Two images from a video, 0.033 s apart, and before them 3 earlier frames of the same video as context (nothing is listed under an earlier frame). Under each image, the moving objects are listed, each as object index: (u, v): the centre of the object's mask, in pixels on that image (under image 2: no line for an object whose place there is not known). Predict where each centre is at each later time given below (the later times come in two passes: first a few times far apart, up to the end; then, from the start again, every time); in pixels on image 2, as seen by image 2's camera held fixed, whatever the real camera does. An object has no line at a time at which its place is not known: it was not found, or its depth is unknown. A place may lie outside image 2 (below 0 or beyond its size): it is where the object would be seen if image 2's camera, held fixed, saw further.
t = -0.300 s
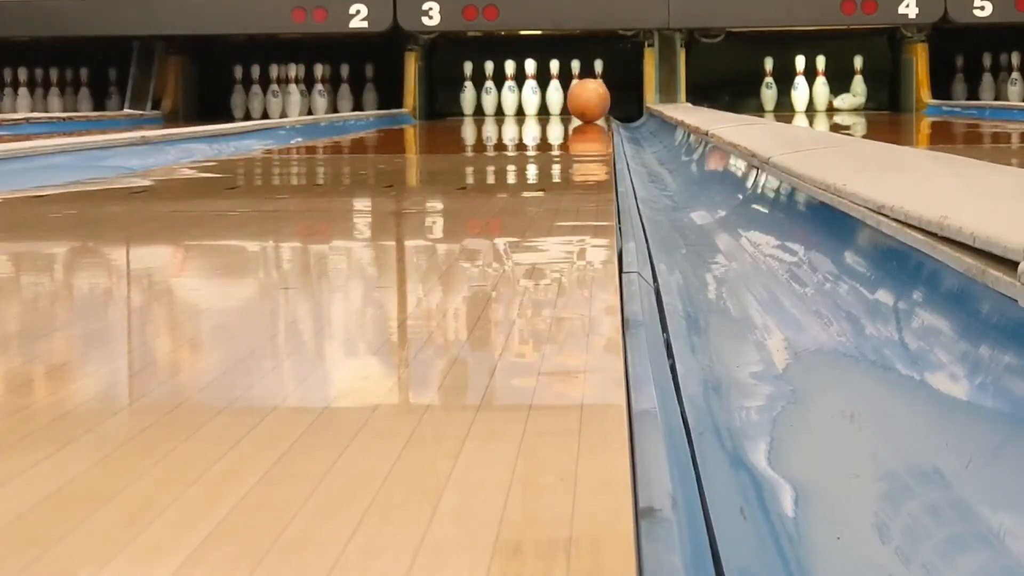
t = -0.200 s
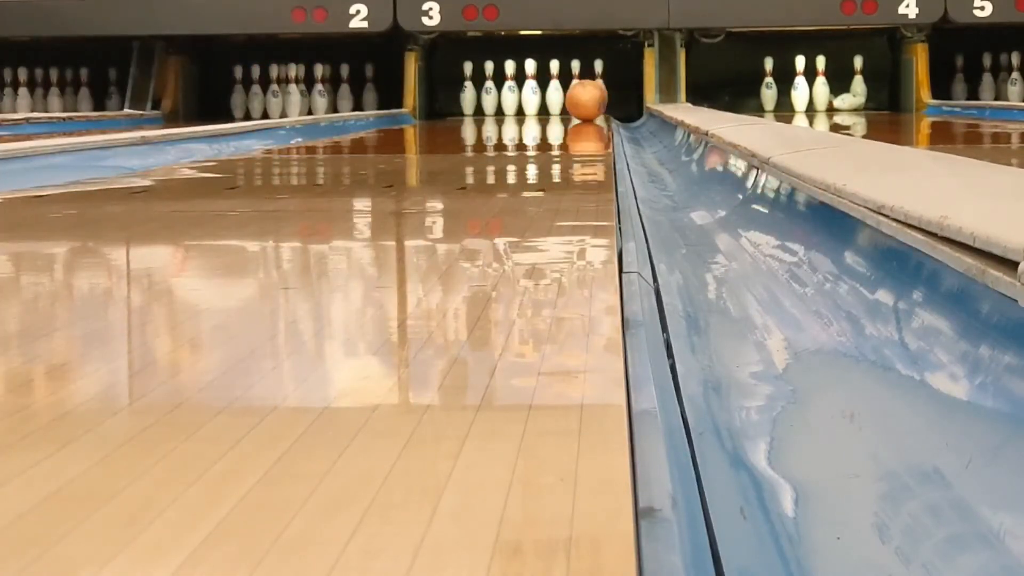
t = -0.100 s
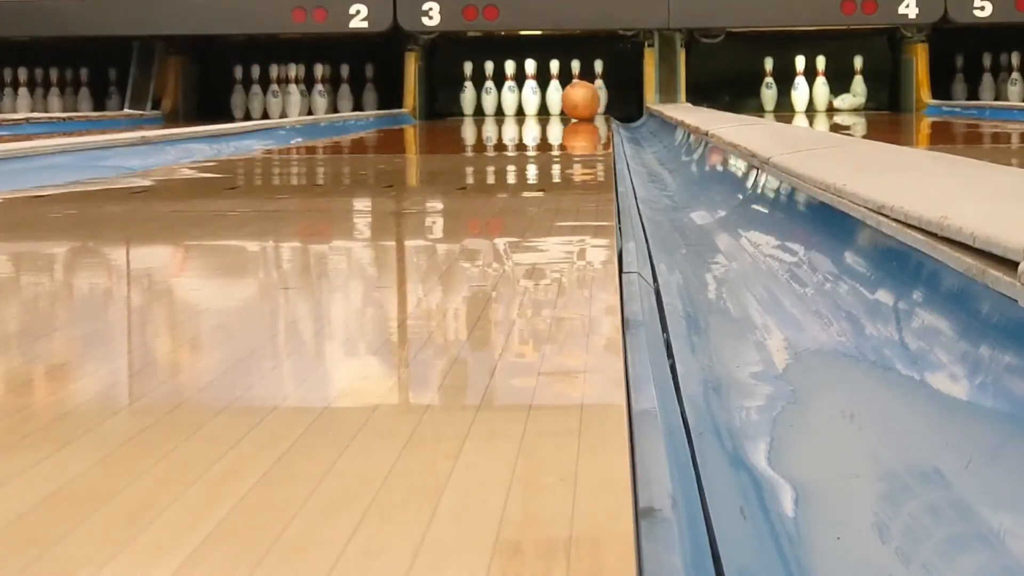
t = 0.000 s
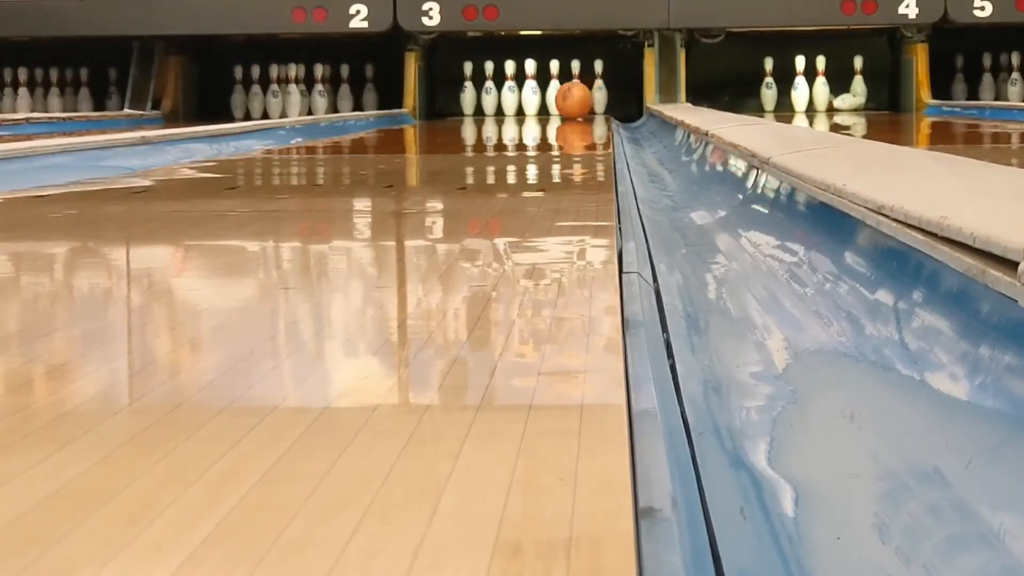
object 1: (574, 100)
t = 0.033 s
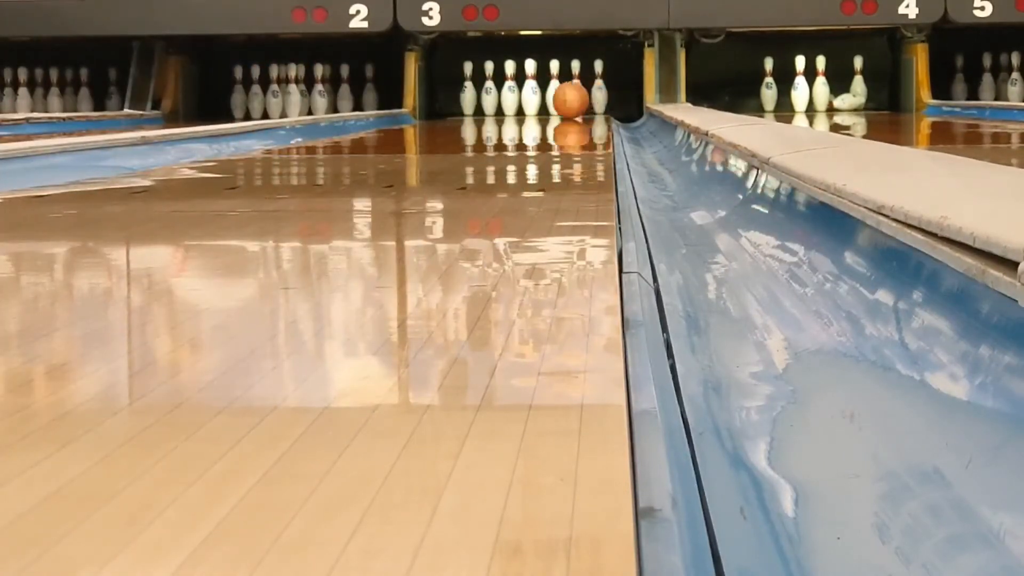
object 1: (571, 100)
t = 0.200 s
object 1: (556, 100)
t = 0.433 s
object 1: (544, 100)
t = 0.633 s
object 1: (538, 100)
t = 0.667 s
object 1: (537, 100)
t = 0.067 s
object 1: (568, 100)
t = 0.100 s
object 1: (565, 100)
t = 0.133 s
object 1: (562, 100)
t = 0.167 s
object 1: (559, 100)
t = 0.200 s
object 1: (556, 100)
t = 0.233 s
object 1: (554, 101)
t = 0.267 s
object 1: (551, 101)
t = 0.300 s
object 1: (549, 100)
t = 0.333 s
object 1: (546, 100)
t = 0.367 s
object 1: (543, 100)
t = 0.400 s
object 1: (543, 100)
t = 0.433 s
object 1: (544, 100)
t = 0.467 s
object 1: (542, 100)
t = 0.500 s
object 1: (541, 100)
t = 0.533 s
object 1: (541, 100)
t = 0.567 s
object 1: (540, 100)
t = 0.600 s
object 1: (539, 100)
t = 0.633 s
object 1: (538, 100)
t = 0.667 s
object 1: (537, 100)
